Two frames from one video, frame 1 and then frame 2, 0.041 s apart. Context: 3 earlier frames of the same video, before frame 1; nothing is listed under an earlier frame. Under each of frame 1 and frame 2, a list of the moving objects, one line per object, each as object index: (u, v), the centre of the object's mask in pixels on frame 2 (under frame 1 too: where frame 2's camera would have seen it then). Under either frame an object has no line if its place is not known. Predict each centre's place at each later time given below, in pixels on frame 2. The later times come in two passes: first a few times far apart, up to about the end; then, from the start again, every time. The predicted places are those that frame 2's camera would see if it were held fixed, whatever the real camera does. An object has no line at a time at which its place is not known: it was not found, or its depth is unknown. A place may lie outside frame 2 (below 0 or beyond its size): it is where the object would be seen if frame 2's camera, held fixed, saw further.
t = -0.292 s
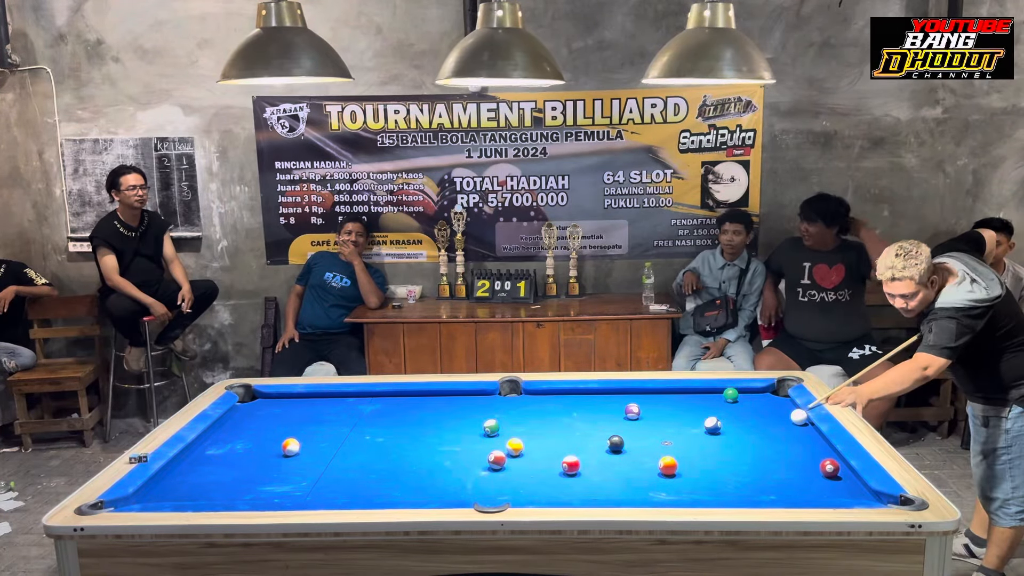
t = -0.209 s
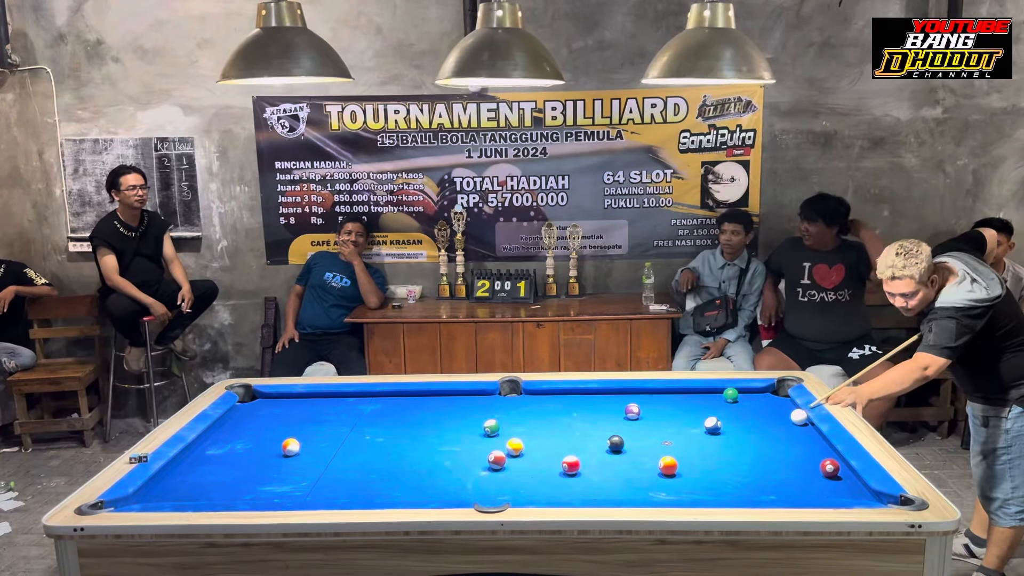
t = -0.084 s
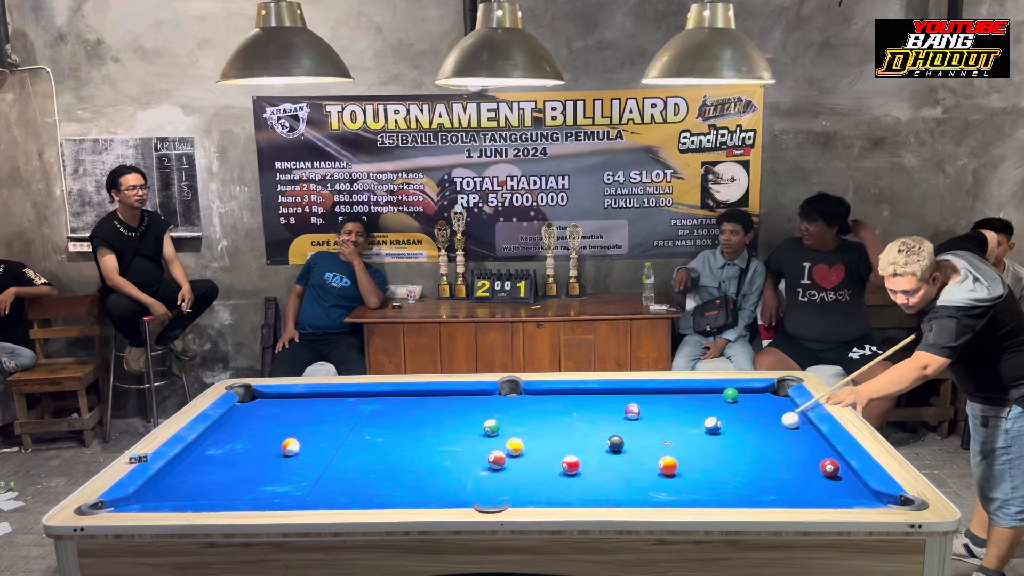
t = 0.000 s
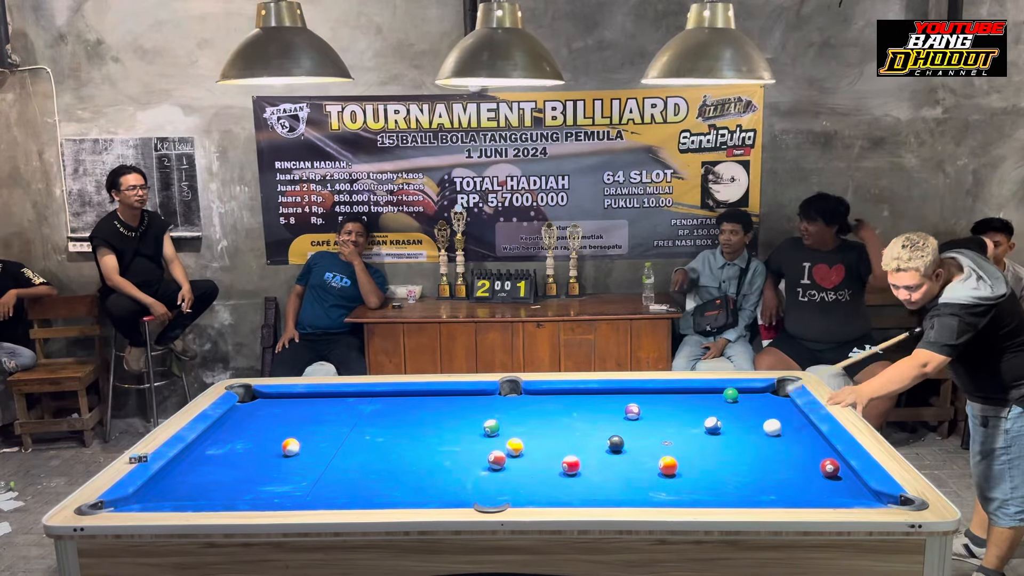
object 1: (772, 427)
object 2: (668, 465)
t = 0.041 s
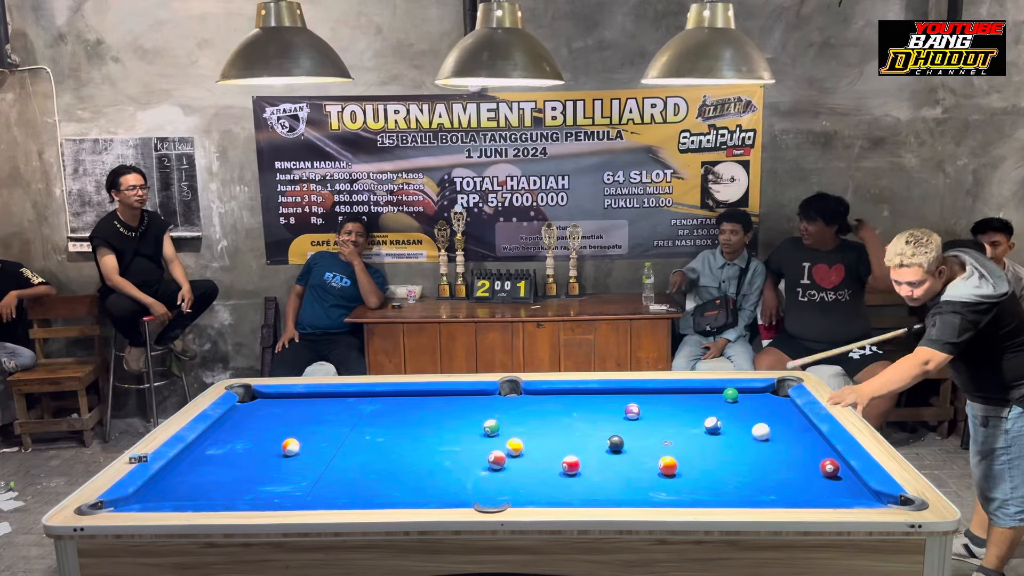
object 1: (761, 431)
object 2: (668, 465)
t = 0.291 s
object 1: (701, 455)
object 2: (668, 465)
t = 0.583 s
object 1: (682, 469)
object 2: (620, 478)
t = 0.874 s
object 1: (674, 481)
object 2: (557, 491)
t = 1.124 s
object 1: (667, 490)
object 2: (513, 492)
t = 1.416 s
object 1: (658, 493)
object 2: (469, 486)
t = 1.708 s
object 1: (650, 490)
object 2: (426, 481)
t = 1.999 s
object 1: (644, 488)
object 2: (389, 476)
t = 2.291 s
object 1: (640, 484)
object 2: (354, 471)
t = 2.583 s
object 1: (637, 482)
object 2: (324, 468)
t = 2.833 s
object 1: (635, 482)
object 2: (299, 465)
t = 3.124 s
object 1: (634, 481)
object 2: (272, 462)
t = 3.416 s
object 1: (634, 482)
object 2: (249, 459)
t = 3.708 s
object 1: (634, 482)
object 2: (227, 457)
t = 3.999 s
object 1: (634, 482)
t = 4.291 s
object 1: (634, 482)
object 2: (193, 454)
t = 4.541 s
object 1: (634, 482)
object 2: (191, 453)
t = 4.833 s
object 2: (198, 452)
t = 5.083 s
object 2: (202, 452)
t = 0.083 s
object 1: (753, 434)
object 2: (668, 465)
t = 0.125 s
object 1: (741, 439)
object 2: (668, 465)
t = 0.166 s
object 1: (734, 442)
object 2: (668, 465)
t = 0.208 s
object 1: (722, 447)
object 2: (668, 465)
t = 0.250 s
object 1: (713, 450)
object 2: (668, 465)
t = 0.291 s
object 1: (701, 455)
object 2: (668, 465)
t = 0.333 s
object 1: (692, 458)
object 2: (668, 465)
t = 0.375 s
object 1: (683, 462)
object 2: (665, 466)
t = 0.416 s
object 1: (684, 463)
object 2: (656, 468)
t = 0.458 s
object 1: (684, 465)
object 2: (644, 472)
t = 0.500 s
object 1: (684, 466)
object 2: (637, 473)
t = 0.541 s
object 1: (683, 468)
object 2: (627, 476)
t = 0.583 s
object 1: (682, 469)
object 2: (620, 478)
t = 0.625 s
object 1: (680, 471)
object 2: (609, 481)
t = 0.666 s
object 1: (680, 473)
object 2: (602, 482)
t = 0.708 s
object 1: (678, 474)
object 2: (592, 485)
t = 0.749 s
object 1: (677, 476)
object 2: (585, 486)
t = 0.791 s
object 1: (676, 478)
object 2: (575, 489)
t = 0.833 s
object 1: (675, 479)
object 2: (568, 490)
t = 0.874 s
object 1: (674, 481)
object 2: (557, 491)
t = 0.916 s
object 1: (673, 482)
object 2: (550, 492)
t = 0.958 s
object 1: (672, 485)
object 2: (541, 493)
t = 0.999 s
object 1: (671, 486)
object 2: (535, 492)
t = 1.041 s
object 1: (669, 488)
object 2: (526, 492)
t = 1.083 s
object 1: (668, 489)
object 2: (521, 492)
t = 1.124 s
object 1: (667, 490)
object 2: (513, 492)
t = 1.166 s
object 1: (666, 490)
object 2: (507, 491)
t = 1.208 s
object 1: (665, 491)
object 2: (499, 491)
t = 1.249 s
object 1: (663, 492)
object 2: (494, 490)
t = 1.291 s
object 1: (662, 493)
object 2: (486, 489)
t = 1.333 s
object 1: (661, 494)
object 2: (481, 488)
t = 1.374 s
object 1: (660, 493)
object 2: (473, 487)
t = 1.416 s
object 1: (658, 493)
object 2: (469, 486)
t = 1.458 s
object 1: (657, 492)
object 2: (461, 485)
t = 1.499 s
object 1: (656, 492)
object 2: (456, 485)
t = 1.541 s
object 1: (654, 491)
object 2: (449, 484)
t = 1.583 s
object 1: (653, 491)
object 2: (444, 483)
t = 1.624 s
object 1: (652, 490)
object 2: (437, 482)
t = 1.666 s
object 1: (651, 490)
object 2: (433, 482)
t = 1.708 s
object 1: (650, 490)
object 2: (426, 481)
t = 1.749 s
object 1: (649, 489)
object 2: (421, 480)
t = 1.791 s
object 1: (648, 489)
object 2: (415, 479)
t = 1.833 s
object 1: (647, 489)
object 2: (411, 478)
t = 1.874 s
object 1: (646, 489)
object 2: (404, 478)
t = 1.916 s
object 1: (646, 488)
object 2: (400, 477)
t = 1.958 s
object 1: (645, 488)
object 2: (394, 476)
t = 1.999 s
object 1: (644, 488)
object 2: (389, 476)
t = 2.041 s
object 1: (643, 487)
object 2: (383, 475)
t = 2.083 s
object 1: (643, 487)
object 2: (379, 474)
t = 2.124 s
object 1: (642, 486)
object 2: (373, 474)
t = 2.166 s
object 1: (641, 486)
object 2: (369, 473)
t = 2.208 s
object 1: (641, 485)
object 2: (364, 472)
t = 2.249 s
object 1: (640, 485)
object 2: (360, 472)
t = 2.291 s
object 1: (640, 484)
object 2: (354, 471)
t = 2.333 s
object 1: (639, 484)
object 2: (351, 471)
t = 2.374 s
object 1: (639, 484)
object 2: (345, 470)
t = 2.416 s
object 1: (638, 483)
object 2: (342, 470)
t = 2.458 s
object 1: (638, 483)
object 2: (336, 469)
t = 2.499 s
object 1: (637, 483)
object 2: (333, 469)
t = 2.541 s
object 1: (637, 483)
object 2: (327, 468)
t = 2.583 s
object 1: (637, 482)
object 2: (324, 468)
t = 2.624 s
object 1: (636, 482)
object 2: (319, 467)
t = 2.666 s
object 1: (636, 482)
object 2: (315, 467)
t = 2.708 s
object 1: (636, 482)
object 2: (311, 466)
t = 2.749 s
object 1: (635, 482)
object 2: (307, 466)
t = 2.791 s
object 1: (635, 482)
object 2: (302, 466)
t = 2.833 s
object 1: (635, 482)
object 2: (299, 465)
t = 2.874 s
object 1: (635, 482)
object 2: (295, 464)
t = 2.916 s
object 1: (634, 481)
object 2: (292, 464)
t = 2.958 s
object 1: (634, 482)
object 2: (287, 464)
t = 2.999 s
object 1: (634, 481)
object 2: (284, 463)
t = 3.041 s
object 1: (634, 481)
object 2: (279, 463)
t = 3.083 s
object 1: (634, 481)
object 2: (276, 462)
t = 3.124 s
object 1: (634, 481)
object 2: (272, 462)
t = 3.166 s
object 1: (634, 481)
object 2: (269, 462)
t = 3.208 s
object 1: (634, 481)
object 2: (265, 461)
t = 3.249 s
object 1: (634, 481)
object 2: (262, 461)
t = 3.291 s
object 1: (634, 481)
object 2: (258, 460)
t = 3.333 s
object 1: (634, 481)
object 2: (256, 460)
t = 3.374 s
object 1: (634, 482)
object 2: (252, 460)
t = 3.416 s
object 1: (634, 482)
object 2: (249, 459)
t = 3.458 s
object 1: (634, 481)
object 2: (245, 459)
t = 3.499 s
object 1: (634, 481)
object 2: (243, 459)
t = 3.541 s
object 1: (634, 482)
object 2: (239, 458)
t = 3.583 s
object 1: (634, 482)
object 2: (236, 458)
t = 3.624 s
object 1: (634, 481)
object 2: (233, 458)
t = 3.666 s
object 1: (634, 481)
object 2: (231, 457)
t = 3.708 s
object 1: (634, 482)
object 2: (227, 457)
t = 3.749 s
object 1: (634, 481)
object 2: (225, 457)
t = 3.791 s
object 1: (634, 482)
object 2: (222, 457)
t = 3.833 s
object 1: (634, 482)
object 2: (220, 456)
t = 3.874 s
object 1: (634, 482)
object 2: (217, 456)
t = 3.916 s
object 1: (634, 482)
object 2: (216, 455)
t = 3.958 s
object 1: (634, 482)
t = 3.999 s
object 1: (634, 482)
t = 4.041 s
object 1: (634, 482)
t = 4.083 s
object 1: (634, 482)
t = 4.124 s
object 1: (634, 482)
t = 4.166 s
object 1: (634, 482)
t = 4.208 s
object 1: (634, 482)
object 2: (197, 454)
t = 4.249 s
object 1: (634, 482)
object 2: (196, 454)
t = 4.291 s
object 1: (634, 482)
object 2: (193, 454)
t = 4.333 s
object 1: (634, 482)
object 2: (192, 454)
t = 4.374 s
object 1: (634, 482)
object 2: (190, 453)
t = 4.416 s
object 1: (634, 481)
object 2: (190, 453)
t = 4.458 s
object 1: (634, 482)
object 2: (190, 453)
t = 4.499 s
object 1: (636, 482)
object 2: (190, 453)
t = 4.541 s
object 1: (634, 482)
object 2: (191, 453)
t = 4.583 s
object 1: (634, 482)
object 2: (192, 453)
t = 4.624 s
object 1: (635, 481)
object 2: (193, 453)
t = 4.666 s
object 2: (194, 453)
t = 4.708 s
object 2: (195, 453)
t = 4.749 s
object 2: (196, 452)
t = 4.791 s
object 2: (198, 452)
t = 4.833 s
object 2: (198, 452)
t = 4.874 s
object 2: (199, 452)
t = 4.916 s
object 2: (200, 452)
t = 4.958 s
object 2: (201, 452)
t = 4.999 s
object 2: (201, 452)
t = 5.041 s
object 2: (202, 452)
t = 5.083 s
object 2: (202, 452)
